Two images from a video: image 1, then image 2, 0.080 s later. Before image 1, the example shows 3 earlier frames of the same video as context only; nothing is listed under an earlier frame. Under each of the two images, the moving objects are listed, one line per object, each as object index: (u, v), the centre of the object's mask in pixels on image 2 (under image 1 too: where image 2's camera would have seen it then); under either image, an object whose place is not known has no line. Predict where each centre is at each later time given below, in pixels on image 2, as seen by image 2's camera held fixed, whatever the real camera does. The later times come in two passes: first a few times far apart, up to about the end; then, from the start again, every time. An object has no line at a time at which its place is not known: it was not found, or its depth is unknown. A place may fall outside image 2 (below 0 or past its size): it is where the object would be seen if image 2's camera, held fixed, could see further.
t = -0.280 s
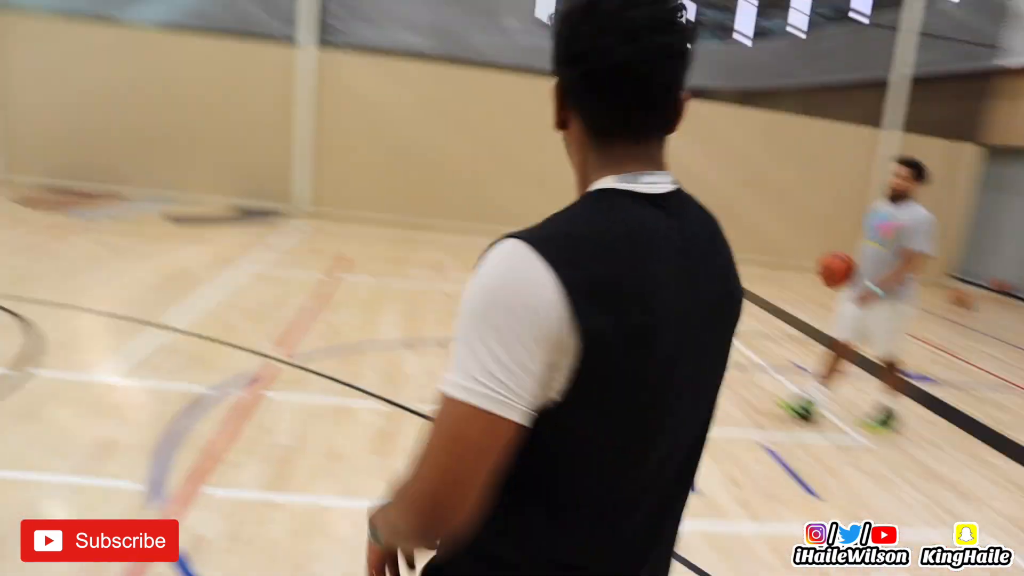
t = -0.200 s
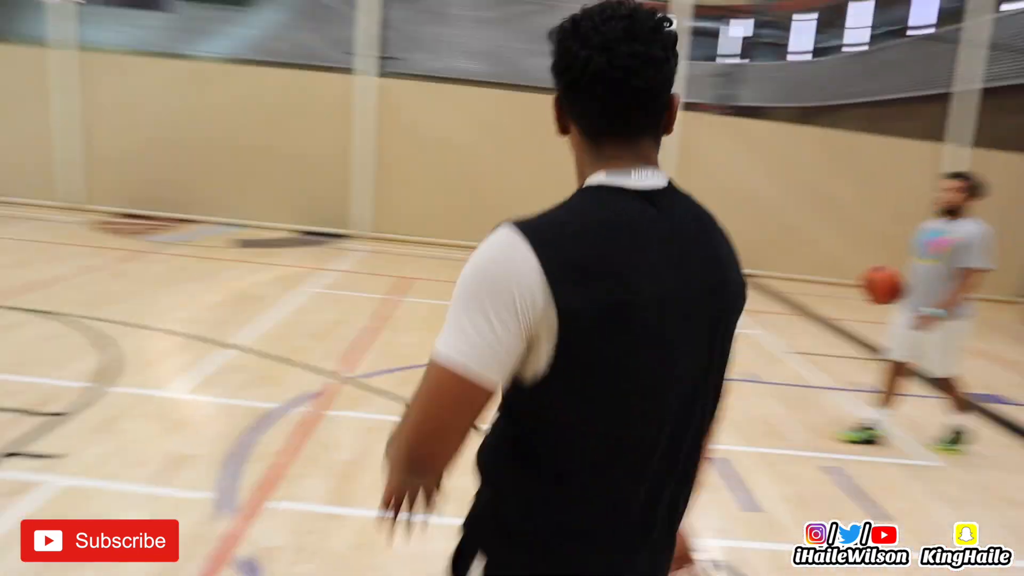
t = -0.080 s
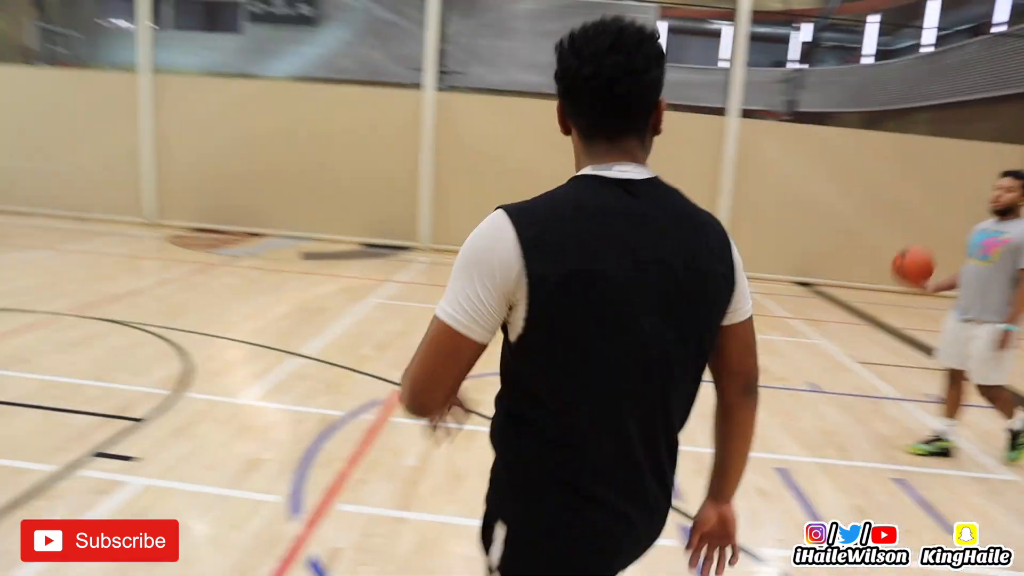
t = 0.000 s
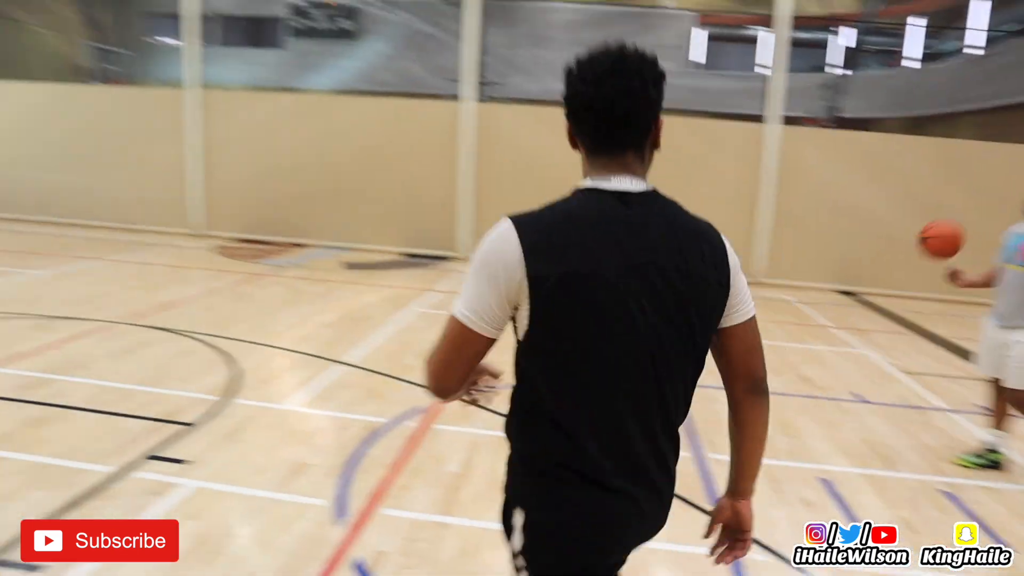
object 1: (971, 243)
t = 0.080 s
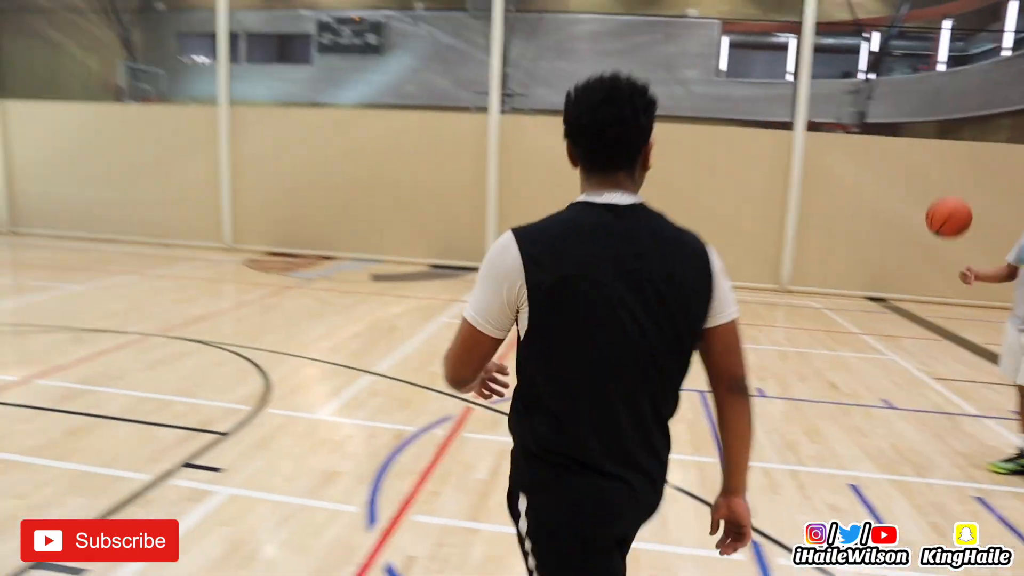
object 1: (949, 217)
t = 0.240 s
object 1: (897, 196)
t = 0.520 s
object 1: (784, 261)
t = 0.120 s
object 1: (936, 208)
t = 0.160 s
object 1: (924, 201)
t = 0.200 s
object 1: (911, 197)
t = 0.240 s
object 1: (897, 196)
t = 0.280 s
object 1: (882, 198)
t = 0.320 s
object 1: (868, 201)
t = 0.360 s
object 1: (852, 208)
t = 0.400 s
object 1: (836, 216)
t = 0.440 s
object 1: (820, 227)
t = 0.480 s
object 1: (803, 242)
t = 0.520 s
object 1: (784, 261)
